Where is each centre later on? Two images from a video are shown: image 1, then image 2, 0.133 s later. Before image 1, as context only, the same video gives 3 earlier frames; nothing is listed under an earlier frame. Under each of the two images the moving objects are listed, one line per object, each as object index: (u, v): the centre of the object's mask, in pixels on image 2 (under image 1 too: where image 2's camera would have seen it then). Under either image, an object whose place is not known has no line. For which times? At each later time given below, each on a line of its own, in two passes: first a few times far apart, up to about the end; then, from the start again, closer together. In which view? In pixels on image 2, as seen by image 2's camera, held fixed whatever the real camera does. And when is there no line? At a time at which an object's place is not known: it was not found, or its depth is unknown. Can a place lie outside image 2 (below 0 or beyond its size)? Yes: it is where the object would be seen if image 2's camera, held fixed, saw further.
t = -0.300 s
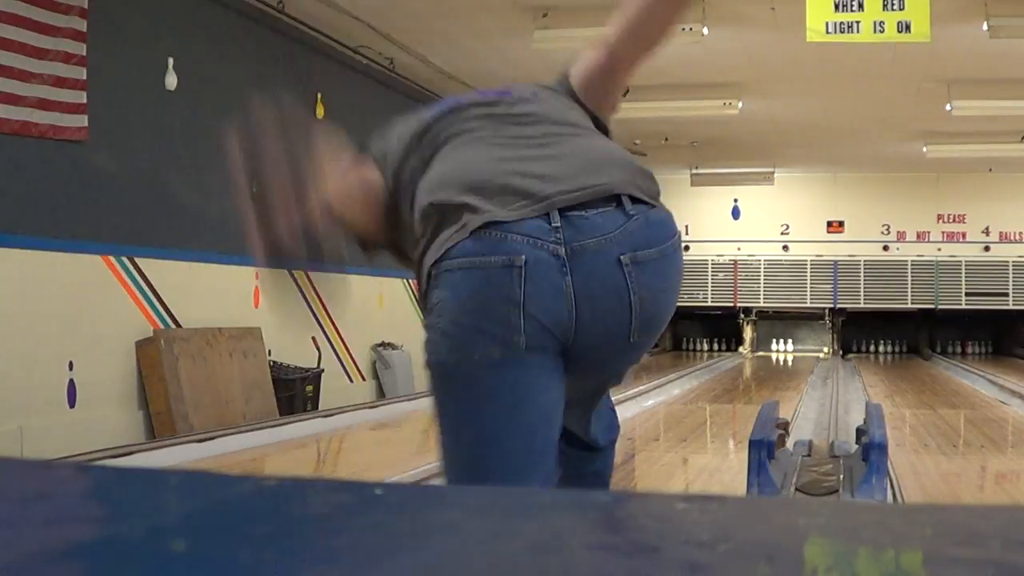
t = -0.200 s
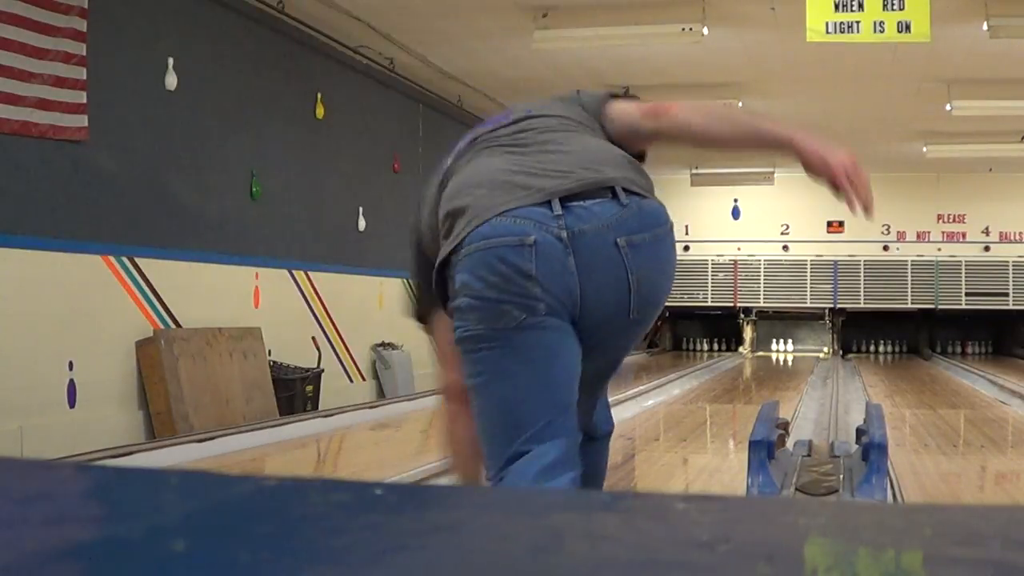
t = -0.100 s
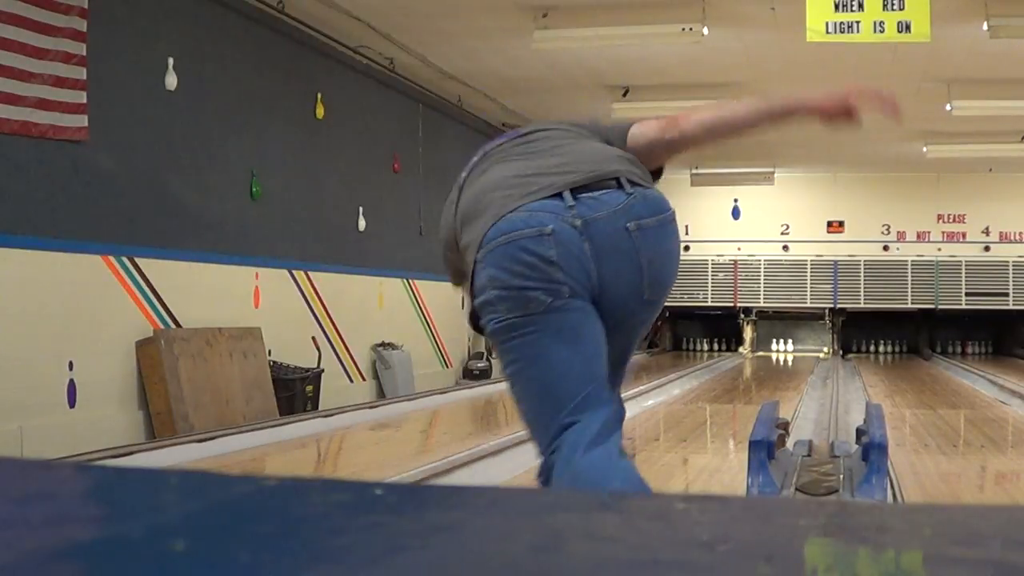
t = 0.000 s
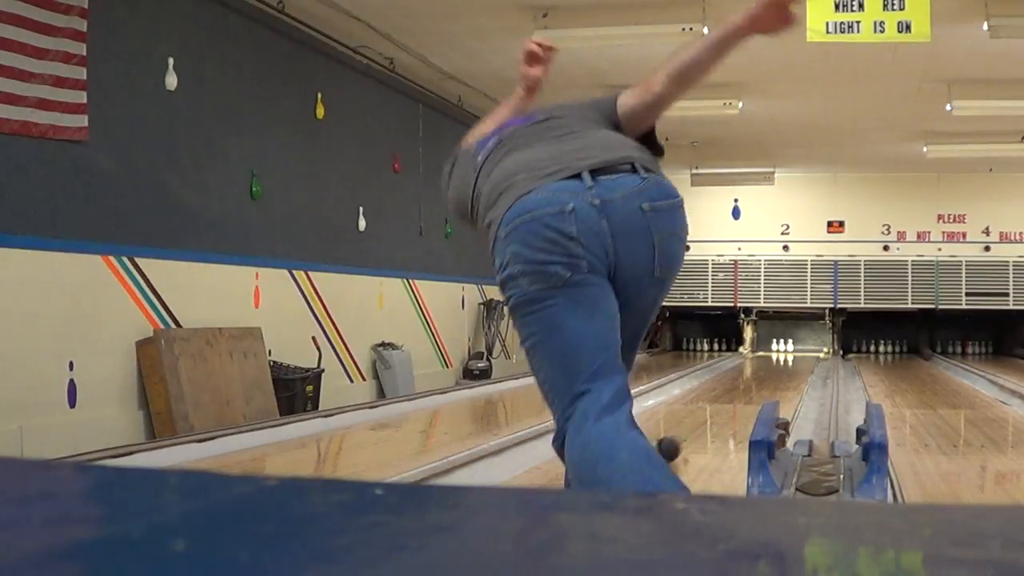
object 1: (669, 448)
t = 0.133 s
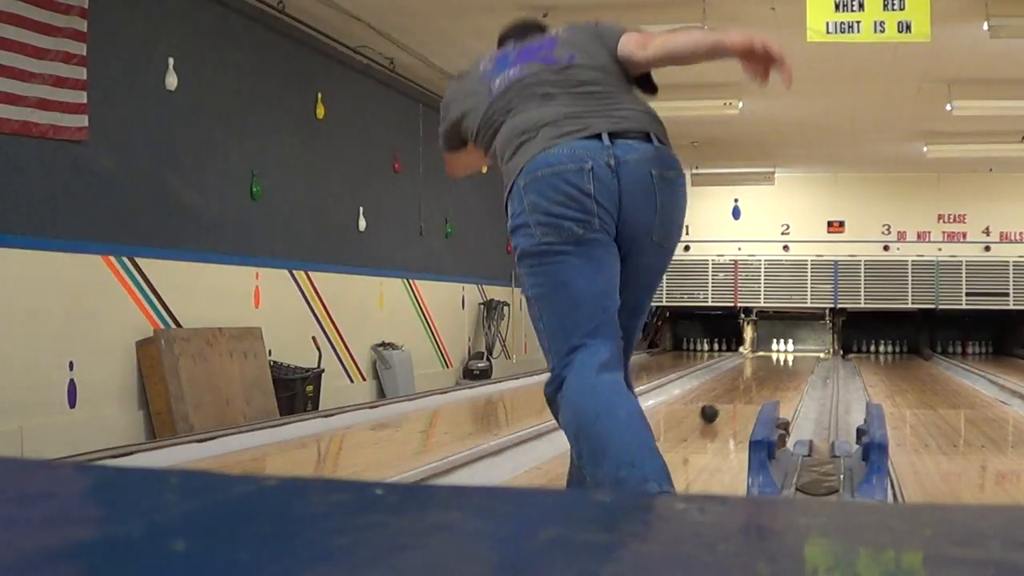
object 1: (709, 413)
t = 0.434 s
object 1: (752, 376)
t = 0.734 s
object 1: (774, 360)
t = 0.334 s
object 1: (742, 385)
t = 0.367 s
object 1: (746, 382)
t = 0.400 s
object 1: (749, 379)
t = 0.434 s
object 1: (752, 376)
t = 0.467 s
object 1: (755, 374)
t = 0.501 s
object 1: (759, 371)
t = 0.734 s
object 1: (774, 360)
